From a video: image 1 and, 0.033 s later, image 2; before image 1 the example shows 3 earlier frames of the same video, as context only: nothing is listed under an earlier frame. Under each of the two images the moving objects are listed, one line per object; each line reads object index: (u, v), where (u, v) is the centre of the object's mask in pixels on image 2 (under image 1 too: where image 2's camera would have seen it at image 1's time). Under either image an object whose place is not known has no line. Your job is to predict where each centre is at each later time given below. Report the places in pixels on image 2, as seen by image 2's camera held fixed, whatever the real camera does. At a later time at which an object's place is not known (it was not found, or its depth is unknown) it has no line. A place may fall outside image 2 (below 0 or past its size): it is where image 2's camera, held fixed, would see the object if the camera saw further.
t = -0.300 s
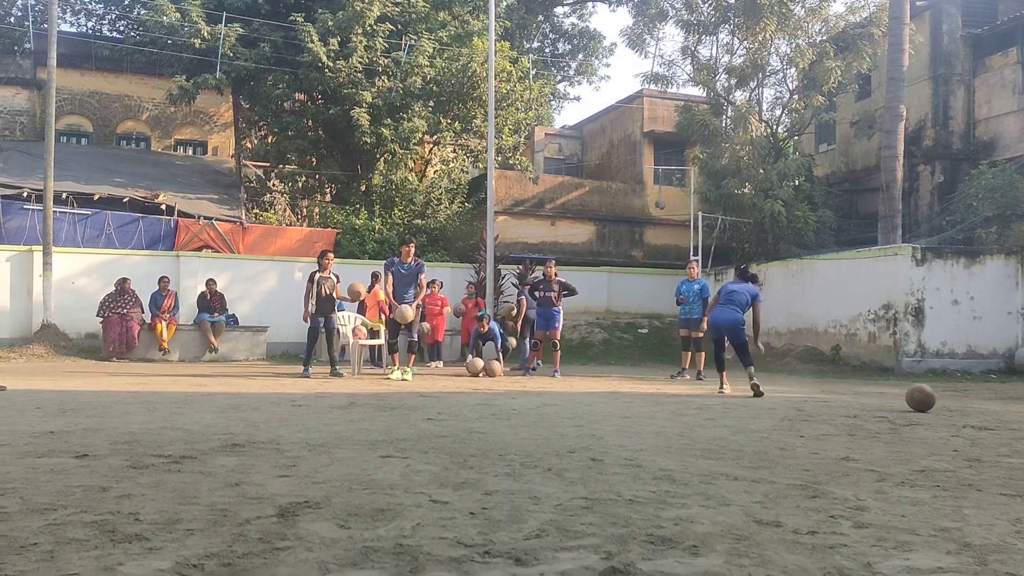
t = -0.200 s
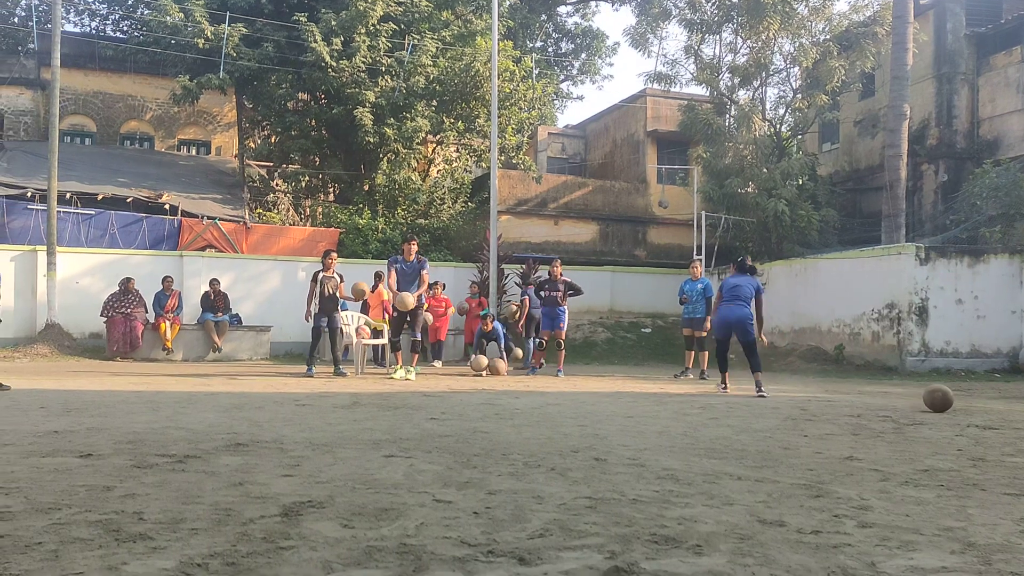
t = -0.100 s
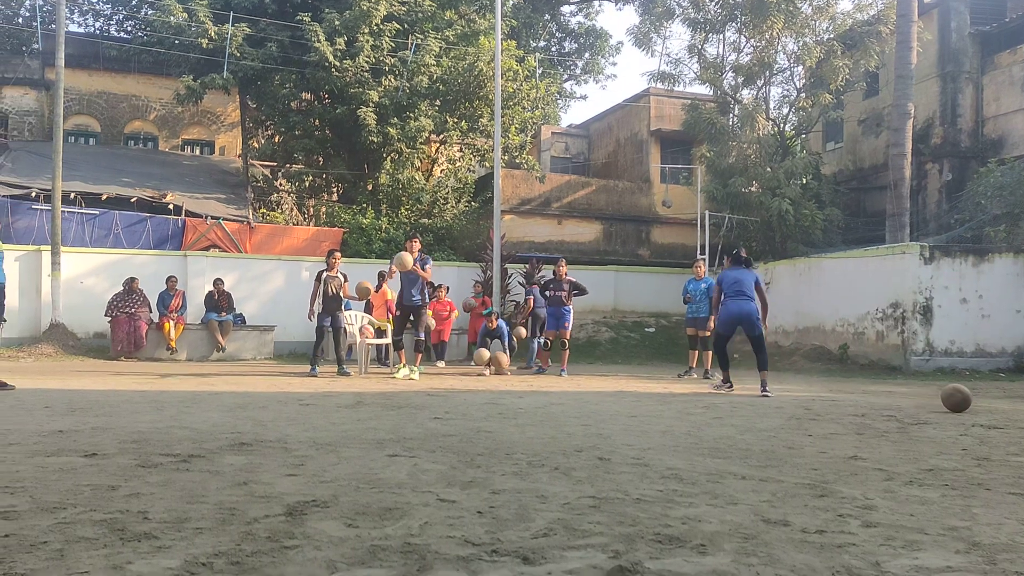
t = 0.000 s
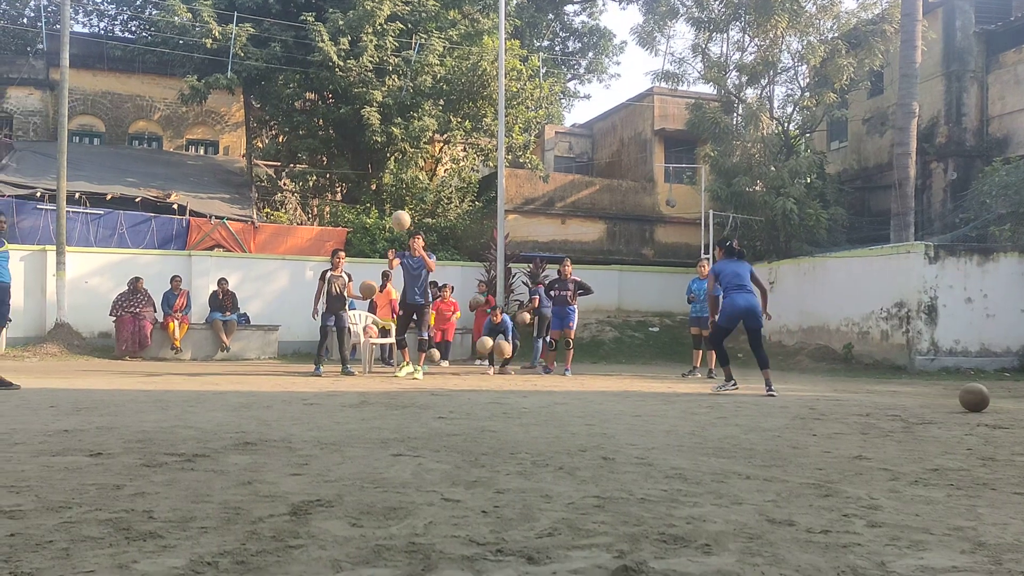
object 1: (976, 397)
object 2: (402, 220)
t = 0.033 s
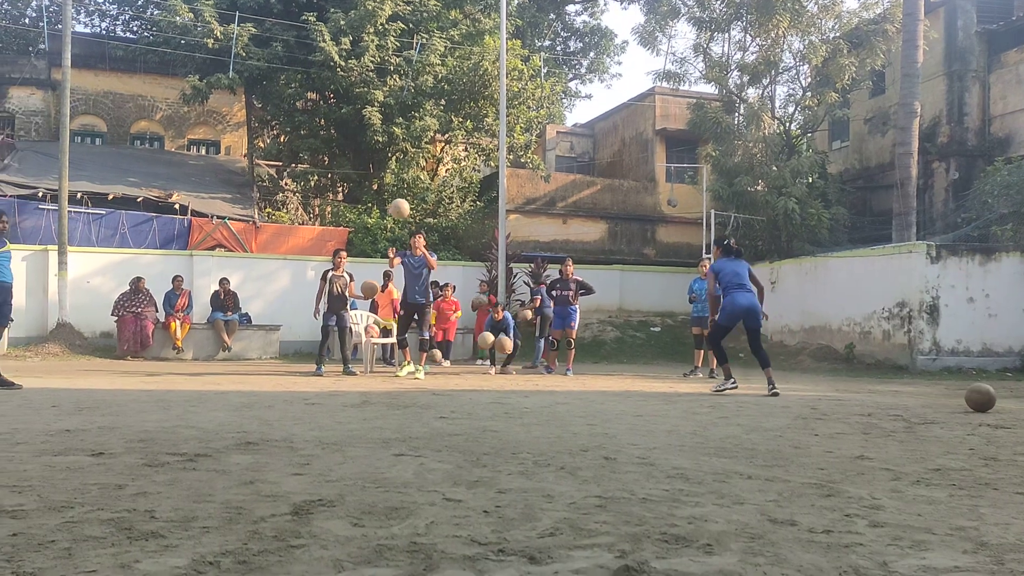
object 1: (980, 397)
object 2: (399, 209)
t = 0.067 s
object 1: (985, 398)
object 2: (397, 198)
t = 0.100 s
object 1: (989, 398)
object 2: (396, 188)
